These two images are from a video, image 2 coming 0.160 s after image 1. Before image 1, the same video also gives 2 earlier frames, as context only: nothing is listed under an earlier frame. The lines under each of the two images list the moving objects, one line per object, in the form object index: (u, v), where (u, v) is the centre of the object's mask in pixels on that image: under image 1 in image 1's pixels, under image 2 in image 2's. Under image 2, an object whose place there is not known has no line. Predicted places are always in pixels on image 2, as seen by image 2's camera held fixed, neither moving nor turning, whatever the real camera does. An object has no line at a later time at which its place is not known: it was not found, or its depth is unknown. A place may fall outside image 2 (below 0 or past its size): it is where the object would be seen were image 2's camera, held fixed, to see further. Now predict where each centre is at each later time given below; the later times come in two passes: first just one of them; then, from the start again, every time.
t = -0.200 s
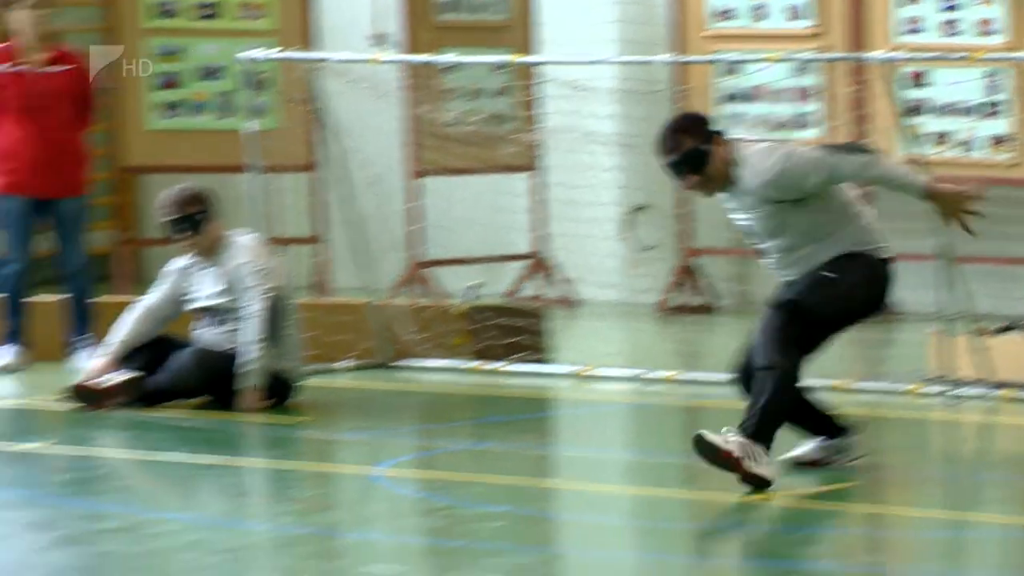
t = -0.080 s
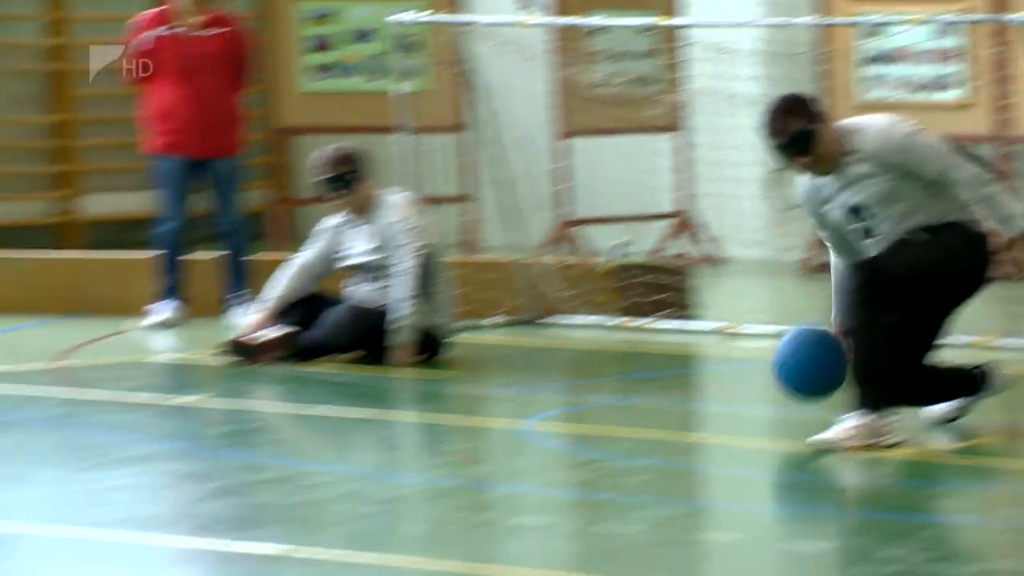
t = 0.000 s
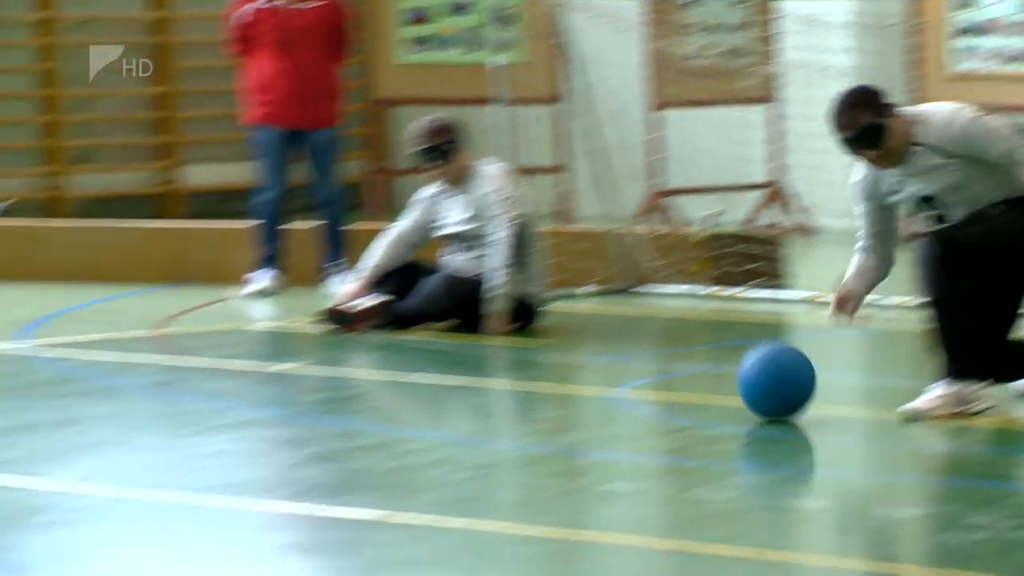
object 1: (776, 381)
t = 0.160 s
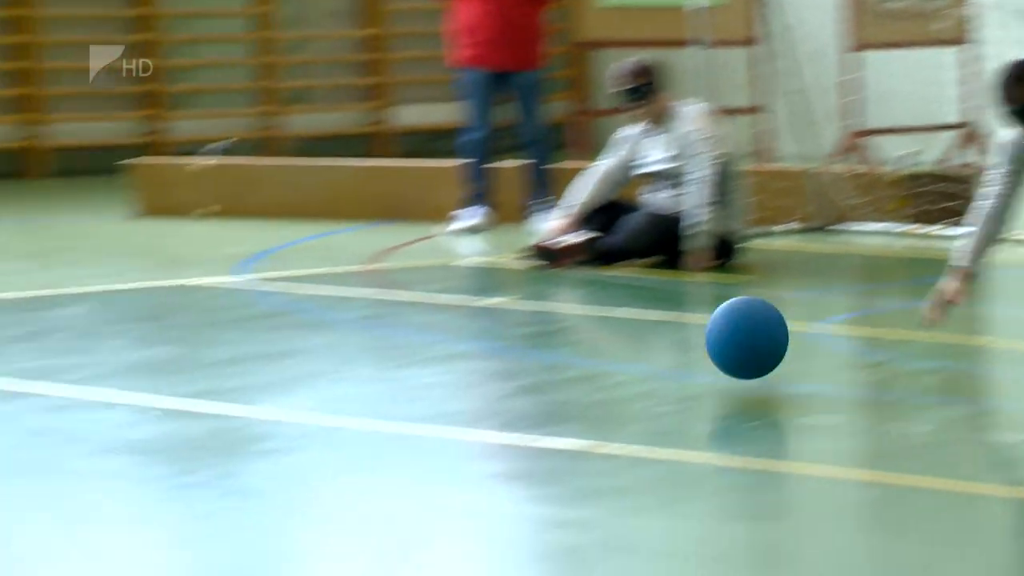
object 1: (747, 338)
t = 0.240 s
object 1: (626, 366)
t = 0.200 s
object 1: (685, 357)
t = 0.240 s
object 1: (626, 366)
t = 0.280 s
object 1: (568, 363)
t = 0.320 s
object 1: (509, 367)
